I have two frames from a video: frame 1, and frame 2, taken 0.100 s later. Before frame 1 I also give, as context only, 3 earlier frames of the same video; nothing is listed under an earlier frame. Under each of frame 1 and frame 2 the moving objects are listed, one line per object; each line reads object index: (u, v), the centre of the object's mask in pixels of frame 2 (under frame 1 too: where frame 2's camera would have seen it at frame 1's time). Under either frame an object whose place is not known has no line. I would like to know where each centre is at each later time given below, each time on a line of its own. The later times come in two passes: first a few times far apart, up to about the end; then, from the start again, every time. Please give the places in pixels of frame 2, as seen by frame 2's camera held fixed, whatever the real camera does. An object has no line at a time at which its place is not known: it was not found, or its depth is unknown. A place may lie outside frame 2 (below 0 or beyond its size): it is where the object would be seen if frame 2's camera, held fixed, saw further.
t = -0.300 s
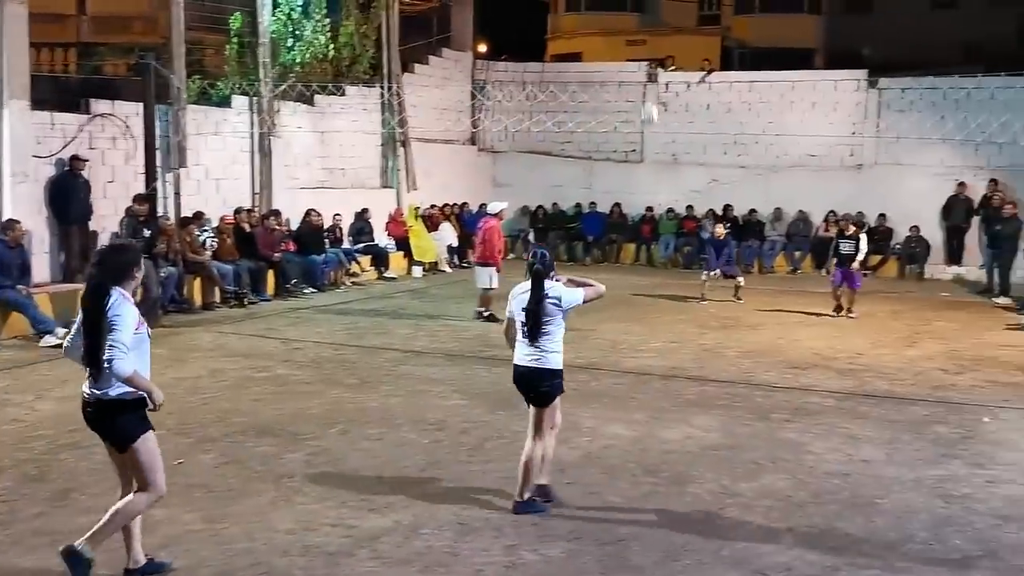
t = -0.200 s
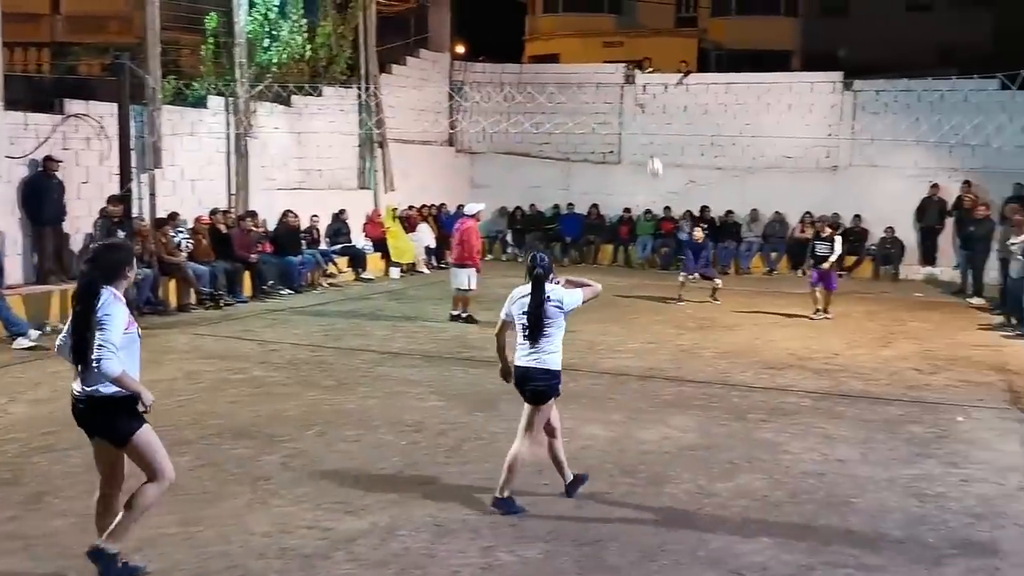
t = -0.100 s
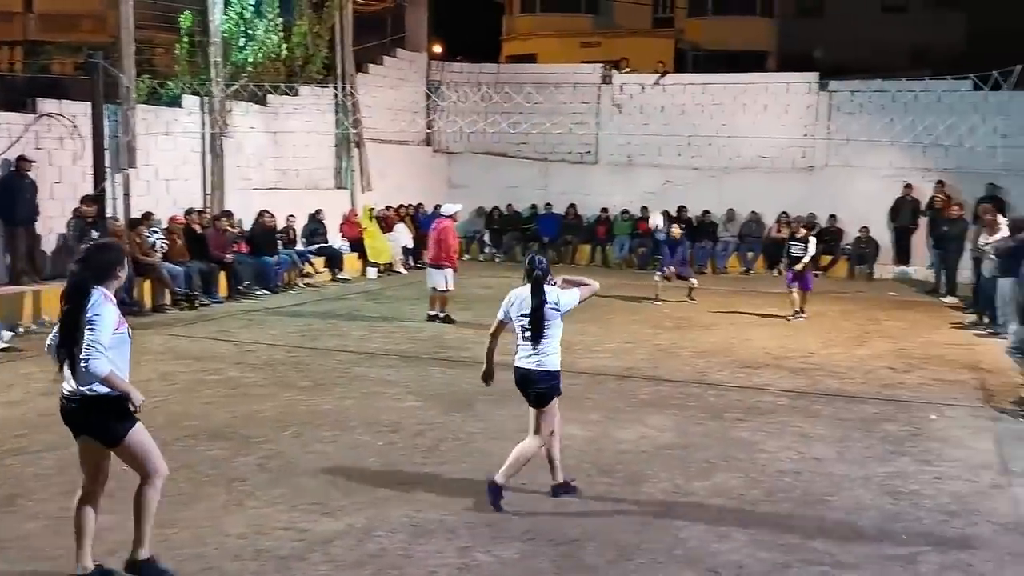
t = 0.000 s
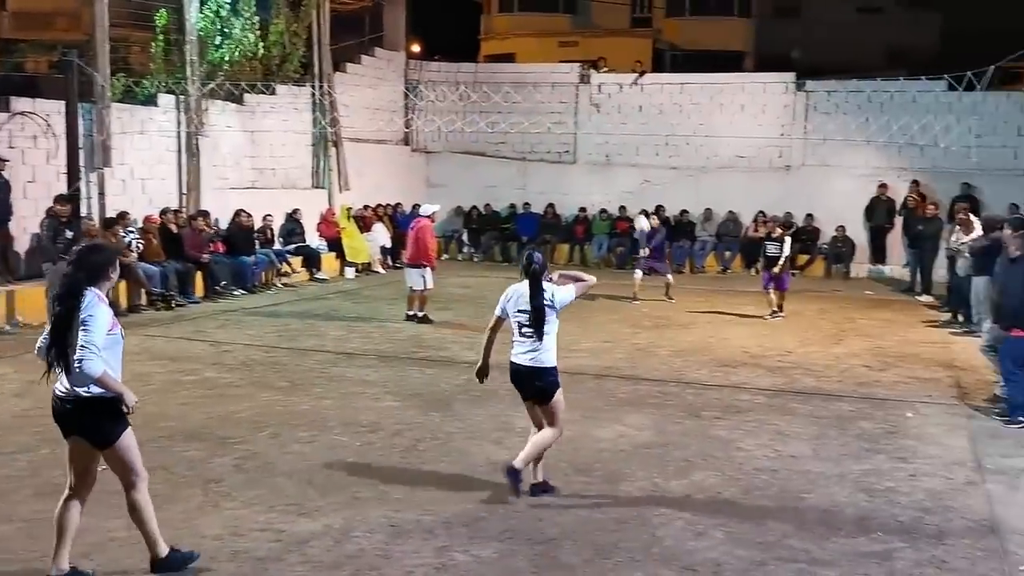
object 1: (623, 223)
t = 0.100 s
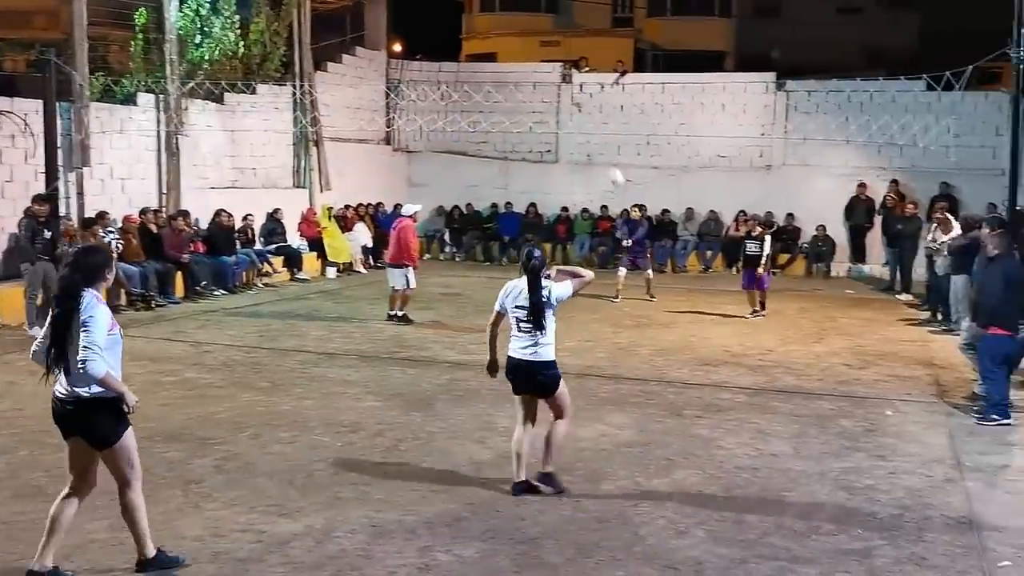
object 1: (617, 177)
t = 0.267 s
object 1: (602, 112)
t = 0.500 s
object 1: (579, 46)
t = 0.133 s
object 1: (613, 162)
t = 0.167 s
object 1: (611, 149)
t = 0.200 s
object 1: (608, 136)
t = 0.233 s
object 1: (605, 124)
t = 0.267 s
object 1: (602, 112)
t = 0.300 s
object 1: (599, 101)
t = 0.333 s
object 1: (596, 90)
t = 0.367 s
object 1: (594, 78)
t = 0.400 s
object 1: (589, 69)
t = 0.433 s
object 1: (586, 62)
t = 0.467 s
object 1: (582, 54)
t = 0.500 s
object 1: (579, 46)
